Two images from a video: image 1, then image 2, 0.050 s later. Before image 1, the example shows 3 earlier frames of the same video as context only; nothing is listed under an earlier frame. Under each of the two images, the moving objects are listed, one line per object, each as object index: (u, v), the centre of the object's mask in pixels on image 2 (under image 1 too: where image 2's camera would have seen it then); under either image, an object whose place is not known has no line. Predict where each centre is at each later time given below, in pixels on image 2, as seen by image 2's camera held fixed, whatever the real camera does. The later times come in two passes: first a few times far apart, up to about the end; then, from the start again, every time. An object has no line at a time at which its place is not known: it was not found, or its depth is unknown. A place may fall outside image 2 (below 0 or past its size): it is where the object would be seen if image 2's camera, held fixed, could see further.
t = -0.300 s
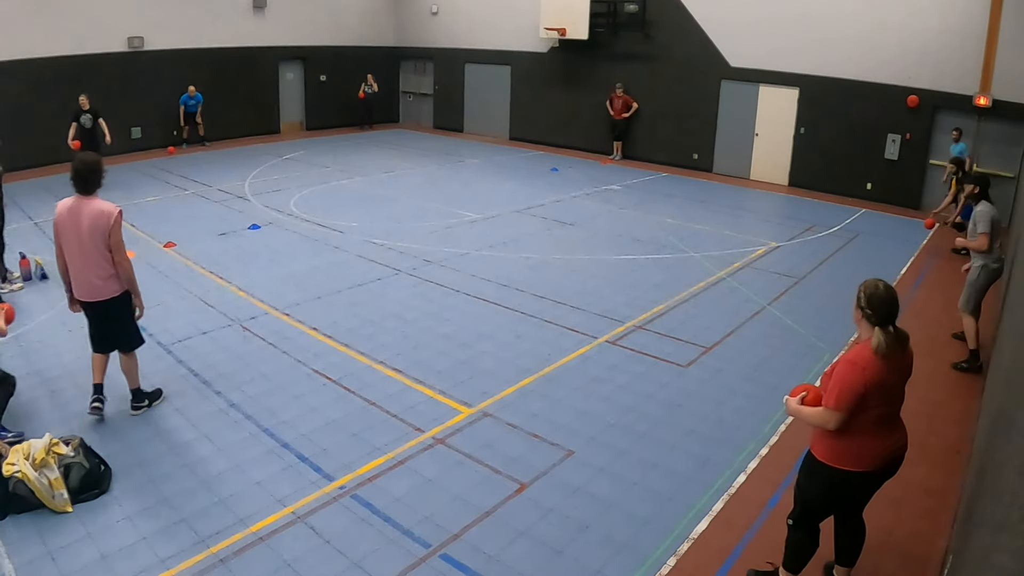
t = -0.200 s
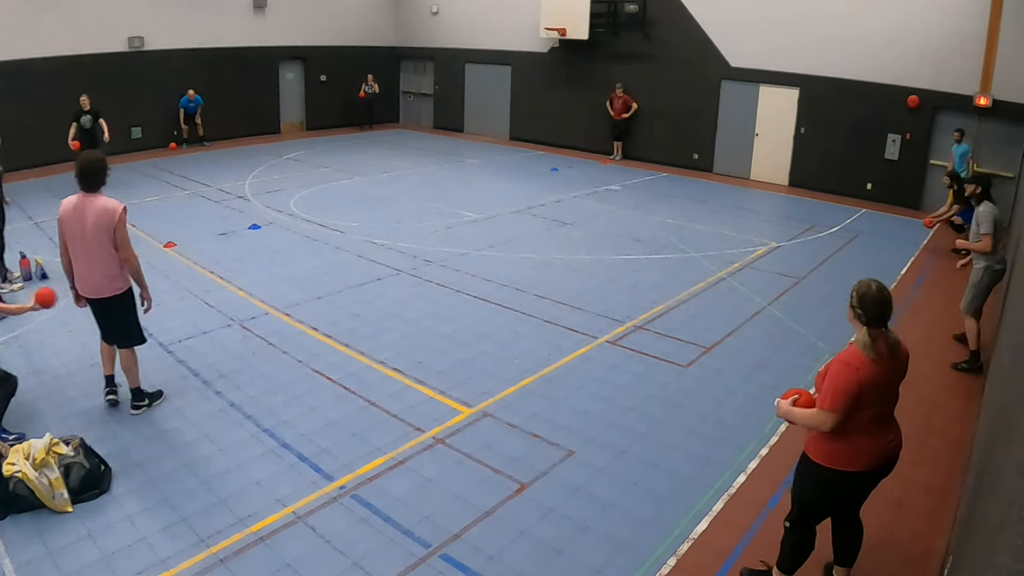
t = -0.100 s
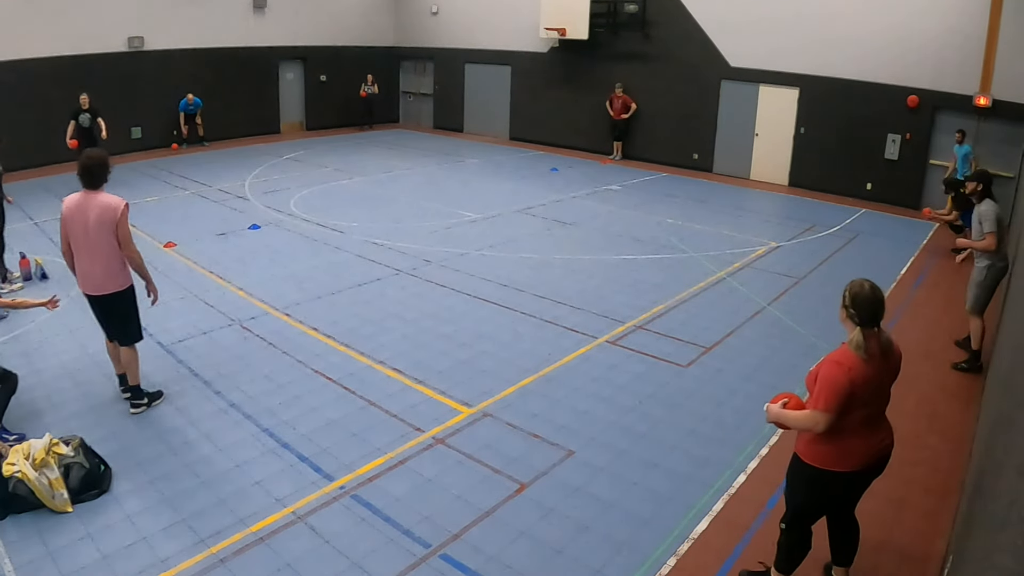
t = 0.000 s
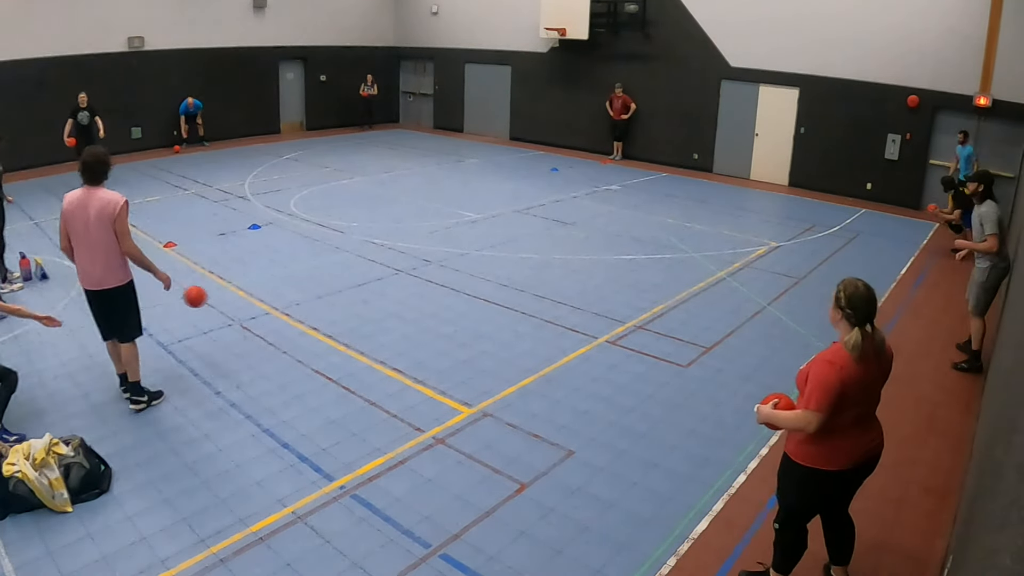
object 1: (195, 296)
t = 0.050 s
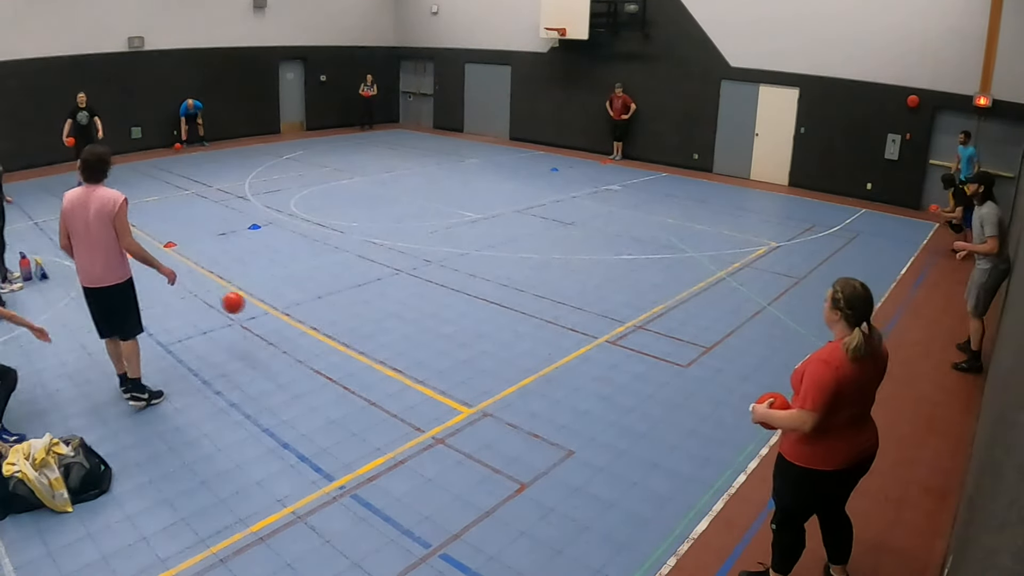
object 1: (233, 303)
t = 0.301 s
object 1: (379, 316)
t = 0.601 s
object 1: (472, 294)
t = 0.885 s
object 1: (550, 296)
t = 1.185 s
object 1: (622, 293)
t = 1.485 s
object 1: (681, 288)
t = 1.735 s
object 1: (722, 282)
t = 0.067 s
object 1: (245, 305)
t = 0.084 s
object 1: (258, 308)
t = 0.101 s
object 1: (271, 311)
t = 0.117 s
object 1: (283, 314)
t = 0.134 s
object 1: (295, 318)
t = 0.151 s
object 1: (307, 322)
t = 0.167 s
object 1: (319, 326)
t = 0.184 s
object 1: (330, 330)
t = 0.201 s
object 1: (342, 335)
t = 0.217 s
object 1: (353, 338)
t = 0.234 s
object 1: (358, 334)
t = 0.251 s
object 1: (363, 329)
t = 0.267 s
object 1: (368, 324)
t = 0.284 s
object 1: (374, 320)
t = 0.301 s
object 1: (379, 316)
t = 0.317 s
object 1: (384, 312)
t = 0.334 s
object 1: (390, 308)
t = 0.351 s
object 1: (395, 305)
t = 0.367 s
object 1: (400, 302)
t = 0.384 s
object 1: (405, 300)
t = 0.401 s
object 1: (410, 298)
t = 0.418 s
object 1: (416, 296)
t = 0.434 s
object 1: (421, 294)
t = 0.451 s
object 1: (426, 293)
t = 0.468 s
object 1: (432, 292)
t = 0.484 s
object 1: (437, 291)
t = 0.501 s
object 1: (442, 291)
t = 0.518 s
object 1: (447, 290)
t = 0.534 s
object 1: (452, 291)
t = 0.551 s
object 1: (457, 291)
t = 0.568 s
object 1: (462, 292)
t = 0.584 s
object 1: (467, 293)
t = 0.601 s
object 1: (472, 294)
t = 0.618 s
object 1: (477, 295)
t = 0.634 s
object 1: (482, 297)
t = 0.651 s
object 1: (487, 299)
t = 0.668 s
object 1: (492, 301)
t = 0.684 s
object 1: (496, 304)
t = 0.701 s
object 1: (501, 307)
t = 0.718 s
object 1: (505, 310)
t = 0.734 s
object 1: (510, 314)
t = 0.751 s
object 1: (515, 313)
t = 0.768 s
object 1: (519, 310)
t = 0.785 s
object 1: (524, 307)
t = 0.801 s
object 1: (528, 305)
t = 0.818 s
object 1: (533, 302)
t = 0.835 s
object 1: (537, 301)
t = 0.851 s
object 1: (542, 299)
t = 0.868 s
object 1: (546, 298)
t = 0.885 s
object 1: (550, 296)
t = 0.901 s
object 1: (555, 295)
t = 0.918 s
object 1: (559, 295)
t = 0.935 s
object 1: (563, 294)
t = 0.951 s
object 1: (568, 294)
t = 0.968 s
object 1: (572, 294)
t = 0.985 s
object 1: (576, 295)
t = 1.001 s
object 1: (580, 295)
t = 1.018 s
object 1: (584, 296)
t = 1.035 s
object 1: (588, 298)
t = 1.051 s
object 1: (592, 299)
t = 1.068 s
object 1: (595, 301)
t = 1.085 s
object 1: (599, 301)
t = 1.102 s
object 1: (603, 300)
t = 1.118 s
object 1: (607, 298)
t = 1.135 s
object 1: (611, 296)
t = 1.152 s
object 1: (614, 295)
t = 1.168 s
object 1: (618, 294)
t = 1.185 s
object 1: (622, 293)
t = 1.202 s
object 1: (625, 293)
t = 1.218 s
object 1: (629, 292)
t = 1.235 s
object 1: (633, 292)
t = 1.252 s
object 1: (636, 293)
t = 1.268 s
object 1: (639, 293)
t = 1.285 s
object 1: (643, 294)
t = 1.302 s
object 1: (646, 294)
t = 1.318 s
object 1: (649, 294)
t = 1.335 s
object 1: (653, 292)
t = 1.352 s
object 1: (656, 291)
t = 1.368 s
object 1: (659, 291)
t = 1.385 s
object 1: (662, 290)
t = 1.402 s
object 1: (666, 289)
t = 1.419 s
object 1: (669, 289)
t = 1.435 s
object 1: (672, 289)
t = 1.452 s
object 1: (675, 290)
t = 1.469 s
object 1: (678, 289)
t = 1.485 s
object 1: (681, 288)
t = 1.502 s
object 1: (684, 287)
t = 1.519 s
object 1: (687, 287)
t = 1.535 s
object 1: (690, 286)
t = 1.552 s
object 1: (693, 286)
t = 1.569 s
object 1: (695, 286)
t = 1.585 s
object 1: (698, 286)
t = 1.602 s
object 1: (701, 286)
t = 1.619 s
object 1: (704, 285)
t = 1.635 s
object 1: (707, 284)
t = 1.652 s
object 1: (709, 284)
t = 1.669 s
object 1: (712, 284)
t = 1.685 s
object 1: (714, 284)
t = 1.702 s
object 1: (717, 283)
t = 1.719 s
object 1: (720, 282)
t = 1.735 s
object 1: (722, 282)
